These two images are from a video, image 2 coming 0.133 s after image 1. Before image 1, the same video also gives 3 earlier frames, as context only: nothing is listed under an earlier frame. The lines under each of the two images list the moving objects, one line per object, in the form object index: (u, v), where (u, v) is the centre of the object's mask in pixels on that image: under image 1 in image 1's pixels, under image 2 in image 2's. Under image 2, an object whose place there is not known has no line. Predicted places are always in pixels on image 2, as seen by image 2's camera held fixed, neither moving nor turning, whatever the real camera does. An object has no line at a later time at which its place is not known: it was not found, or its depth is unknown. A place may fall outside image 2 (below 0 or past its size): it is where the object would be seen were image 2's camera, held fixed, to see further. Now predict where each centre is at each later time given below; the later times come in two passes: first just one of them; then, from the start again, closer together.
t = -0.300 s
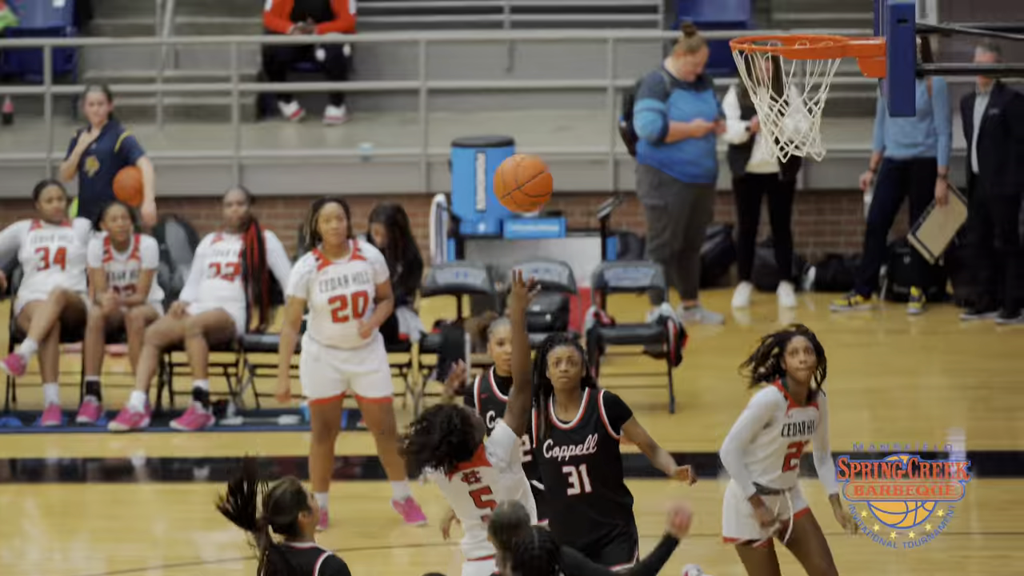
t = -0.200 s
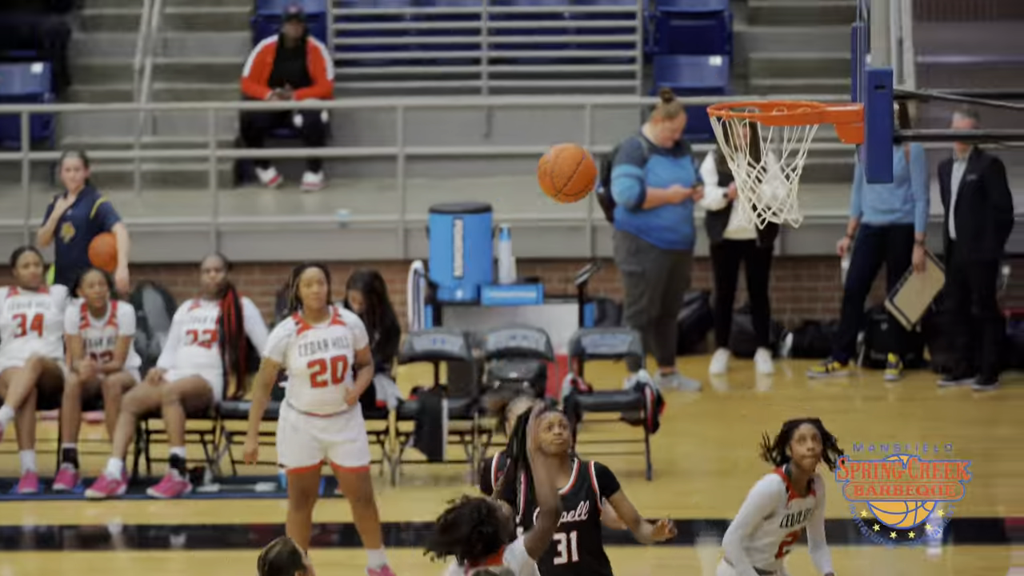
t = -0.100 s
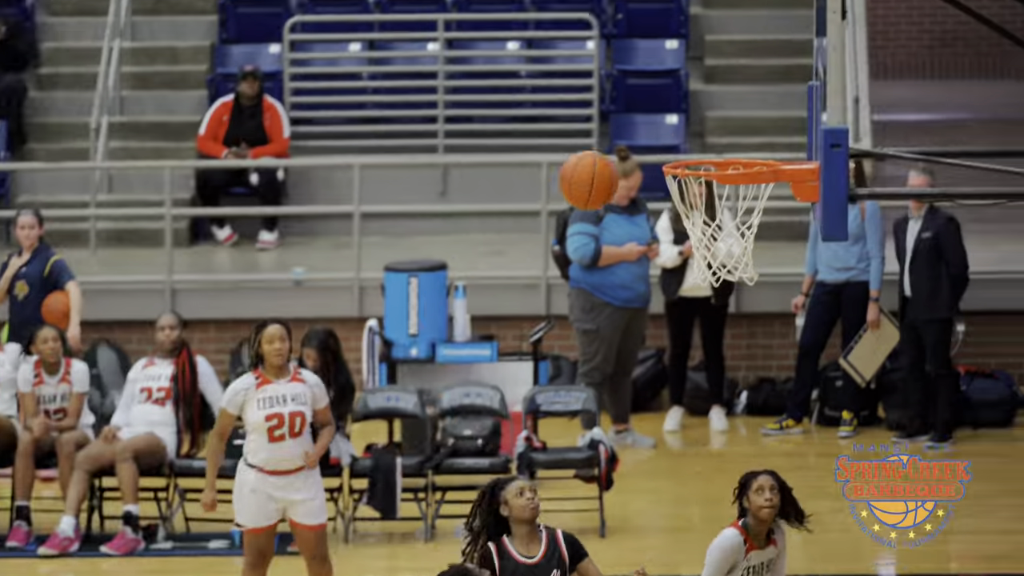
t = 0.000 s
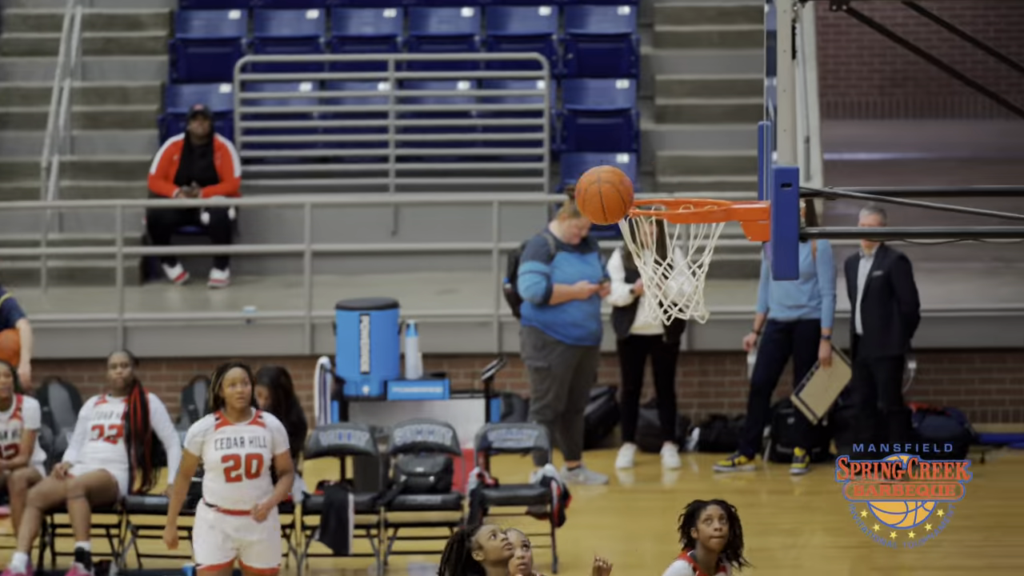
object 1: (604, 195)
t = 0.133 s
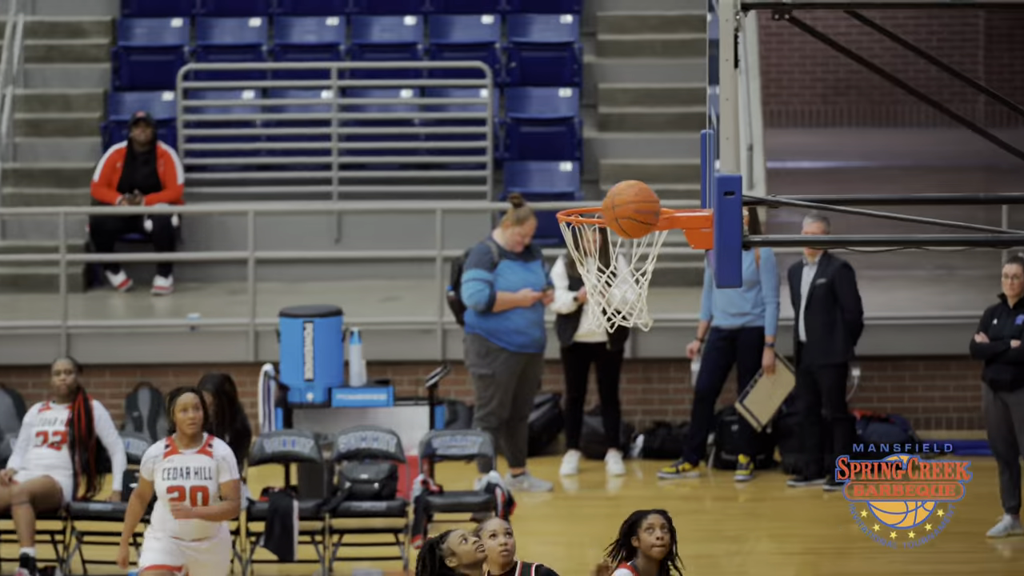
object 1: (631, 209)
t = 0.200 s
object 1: (670, 228)
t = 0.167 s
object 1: (651, 217)
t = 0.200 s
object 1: (670, 228)
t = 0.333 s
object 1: (677, 265)
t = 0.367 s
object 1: (681, 281)
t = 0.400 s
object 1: (682, 300)
